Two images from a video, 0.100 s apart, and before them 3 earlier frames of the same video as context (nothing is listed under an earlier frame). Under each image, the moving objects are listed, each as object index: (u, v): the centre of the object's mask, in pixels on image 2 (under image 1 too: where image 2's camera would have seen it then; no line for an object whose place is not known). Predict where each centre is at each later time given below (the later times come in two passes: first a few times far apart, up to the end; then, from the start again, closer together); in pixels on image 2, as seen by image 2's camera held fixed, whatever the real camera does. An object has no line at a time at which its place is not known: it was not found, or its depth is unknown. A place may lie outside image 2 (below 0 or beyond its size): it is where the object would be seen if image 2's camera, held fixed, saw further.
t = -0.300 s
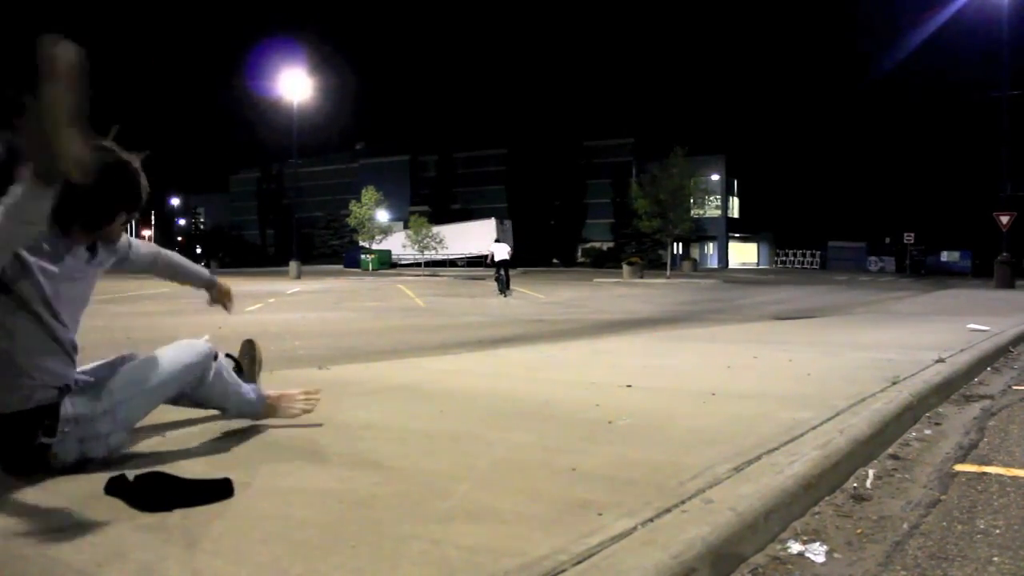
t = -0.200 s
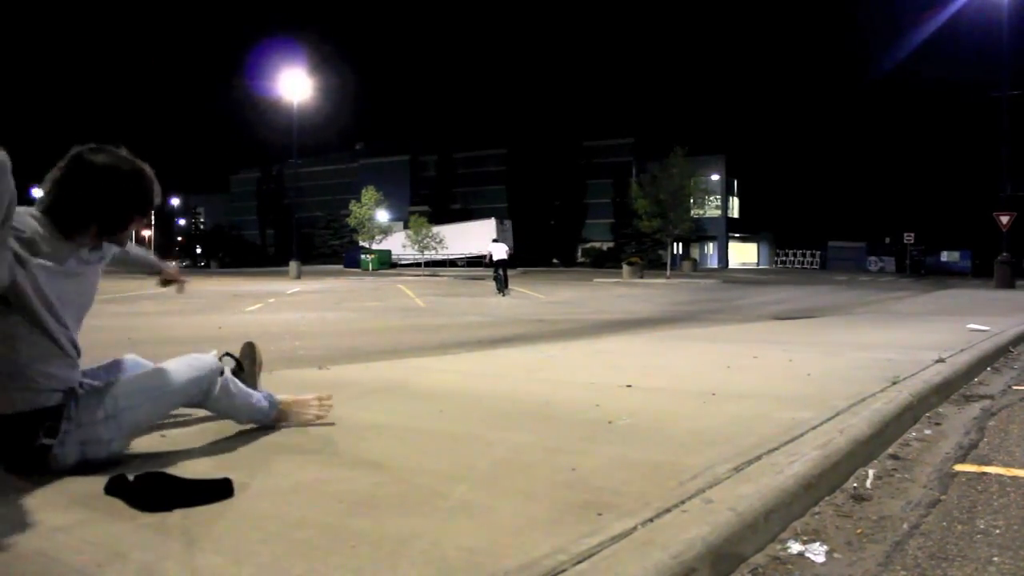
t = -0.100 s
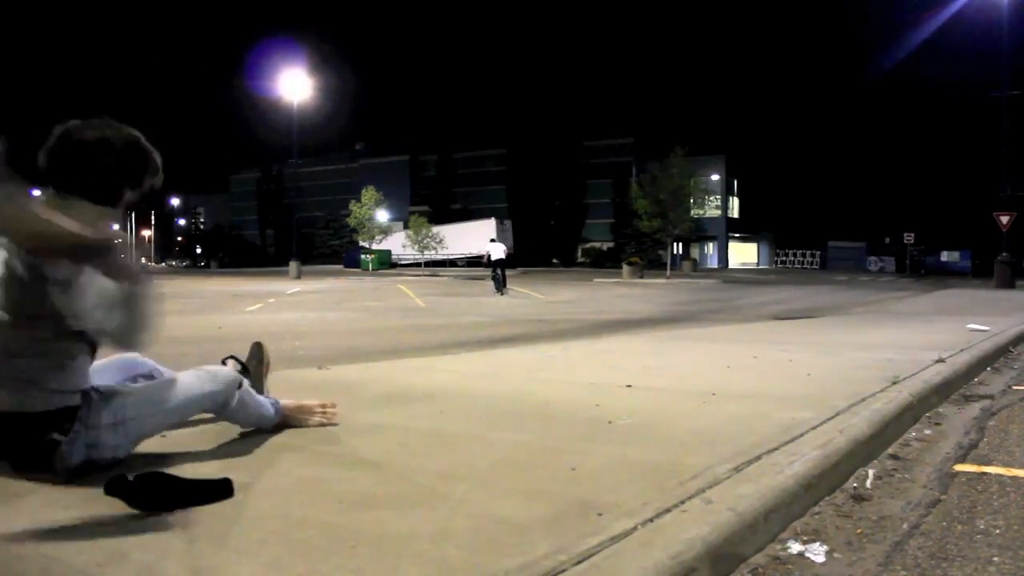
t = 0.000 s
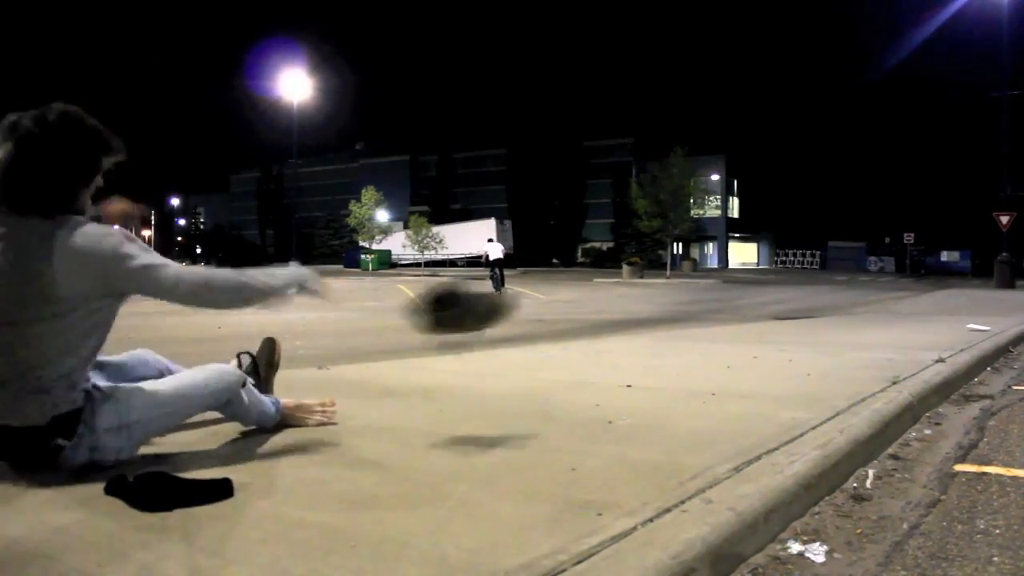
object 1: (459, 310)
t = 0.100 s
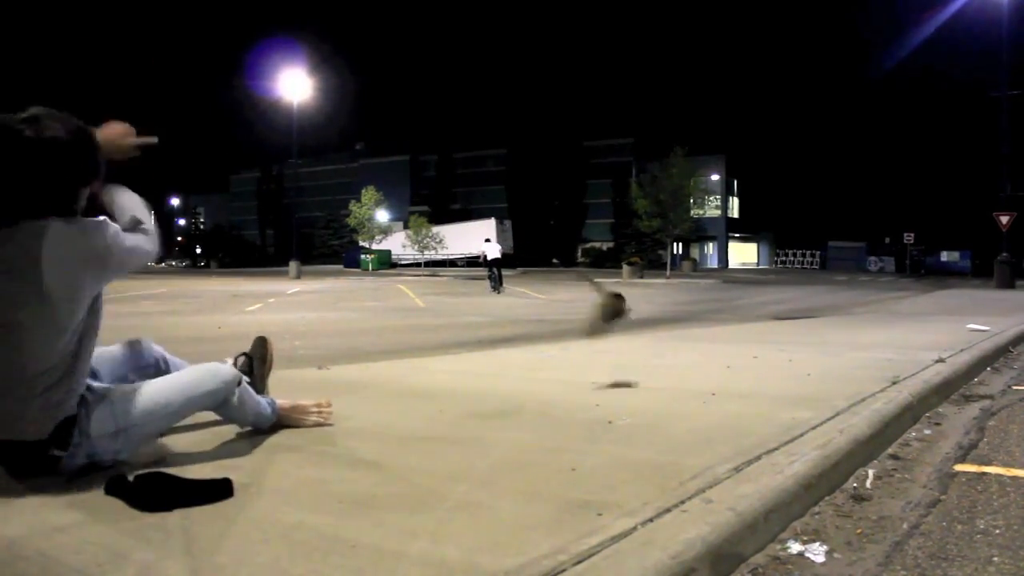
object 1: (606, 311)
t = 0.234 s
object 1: (677, 336)
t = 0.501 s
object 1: (737, 318)
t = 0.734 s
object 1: (769, 319)
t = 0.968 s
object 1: (781, 317)
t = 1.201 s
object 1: (792, 313)
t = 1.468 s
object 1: (796, 309)
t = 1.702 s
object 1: (800, 315)
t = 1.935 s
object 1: (789, 315)
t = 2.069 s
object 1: (786, 317)
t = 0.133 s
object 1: (628, 317)
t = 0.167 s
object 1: (644, 324)
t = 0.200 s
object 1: (665, 332)
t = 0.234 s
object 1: (677, 336)
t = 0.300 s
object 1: (695, 340)
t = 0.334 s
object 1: (704, 334)
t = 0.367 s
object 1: (713, 331)
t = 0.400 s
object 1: (720, 324)
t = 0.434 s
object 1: (722, 318)
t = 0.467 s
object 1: (729, 319)
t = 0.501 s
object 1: (737, 318)
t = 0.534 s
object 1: (742, 318)
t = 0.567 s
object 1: (746, 321)
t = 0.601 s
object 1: (753, 322)
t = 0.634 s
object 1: (753, 321)
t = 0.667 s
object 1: (755, 318)
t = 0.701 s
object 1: (761, 318)
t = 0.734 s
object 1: (769, 319)
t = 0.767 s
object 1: (768, 319)
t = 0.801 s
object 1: (770, 319)
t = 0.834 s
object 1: (774, 319)
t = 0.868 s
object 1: (774, 318)
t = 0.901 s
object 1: (777, 317)
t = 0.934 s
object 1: (779, 317)
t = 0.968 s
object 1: (781, 317)
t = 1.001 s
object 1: (784, 317)
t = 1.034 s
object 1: (788, 317)
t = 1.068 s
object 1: (789, 317)
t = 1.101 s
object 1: (788, 317)
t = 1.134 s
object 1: (790, 314)
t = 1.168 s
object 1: (791, 313)
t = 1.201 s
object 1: (792, 313)
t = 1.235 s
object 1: (795, 313)
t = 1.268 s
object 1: (795, 314)
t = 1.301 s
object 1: (795, 315)
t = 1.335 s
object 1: (799, 314)
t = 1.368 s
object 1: (800, 313)
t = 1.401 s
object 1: (799, 311)
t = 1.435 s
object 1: (799, 309)
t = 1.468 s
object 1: (796, 309)
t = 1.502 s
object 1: (799, 307)
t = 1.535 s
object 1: (800, 306)
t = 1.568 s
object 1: (801, 305)
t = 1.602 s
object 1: (803, 302)
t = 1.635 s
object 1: (801, 309)
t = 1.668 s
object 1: (803, 313)
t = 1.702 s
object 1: (800, 315)
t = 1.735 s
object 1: (799, 315)
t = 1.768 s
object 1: (798, 314)
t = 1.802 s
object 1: (796, 314)
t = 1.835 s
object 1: (794, 314)
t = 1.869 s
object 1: (792, 314)
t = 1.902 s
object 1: (790, 315)
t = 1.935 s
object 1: (789, 315)
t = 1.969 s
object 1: (787, 315)
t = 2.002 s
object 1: (790, 314)
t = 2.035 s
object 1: (788, 315)
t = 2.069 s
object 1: (786, 317)
